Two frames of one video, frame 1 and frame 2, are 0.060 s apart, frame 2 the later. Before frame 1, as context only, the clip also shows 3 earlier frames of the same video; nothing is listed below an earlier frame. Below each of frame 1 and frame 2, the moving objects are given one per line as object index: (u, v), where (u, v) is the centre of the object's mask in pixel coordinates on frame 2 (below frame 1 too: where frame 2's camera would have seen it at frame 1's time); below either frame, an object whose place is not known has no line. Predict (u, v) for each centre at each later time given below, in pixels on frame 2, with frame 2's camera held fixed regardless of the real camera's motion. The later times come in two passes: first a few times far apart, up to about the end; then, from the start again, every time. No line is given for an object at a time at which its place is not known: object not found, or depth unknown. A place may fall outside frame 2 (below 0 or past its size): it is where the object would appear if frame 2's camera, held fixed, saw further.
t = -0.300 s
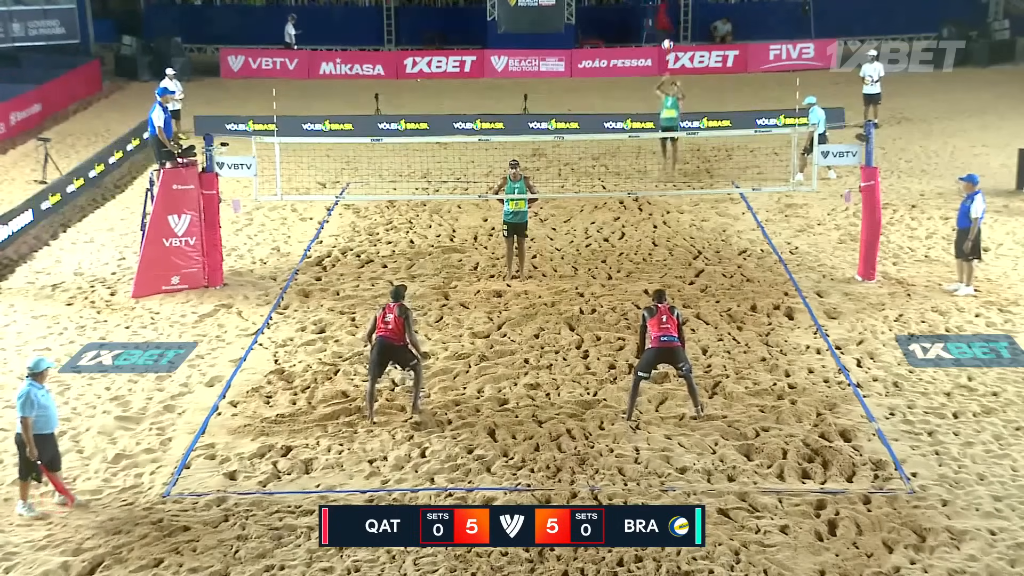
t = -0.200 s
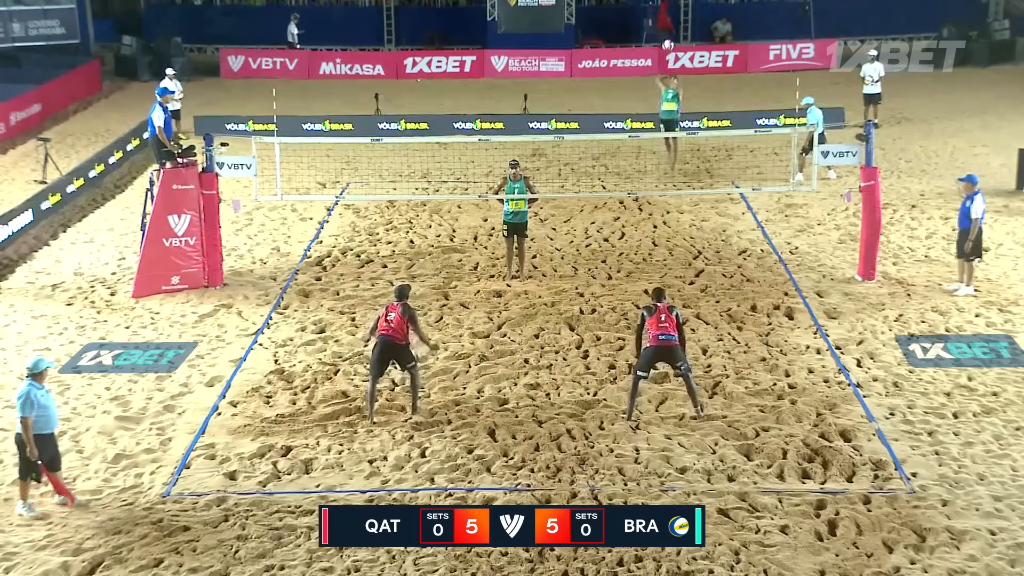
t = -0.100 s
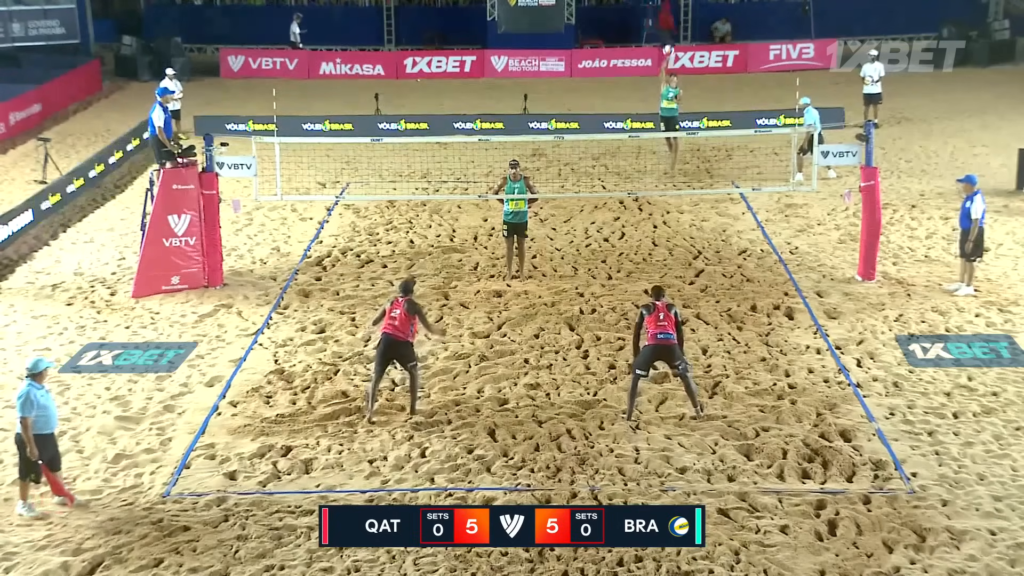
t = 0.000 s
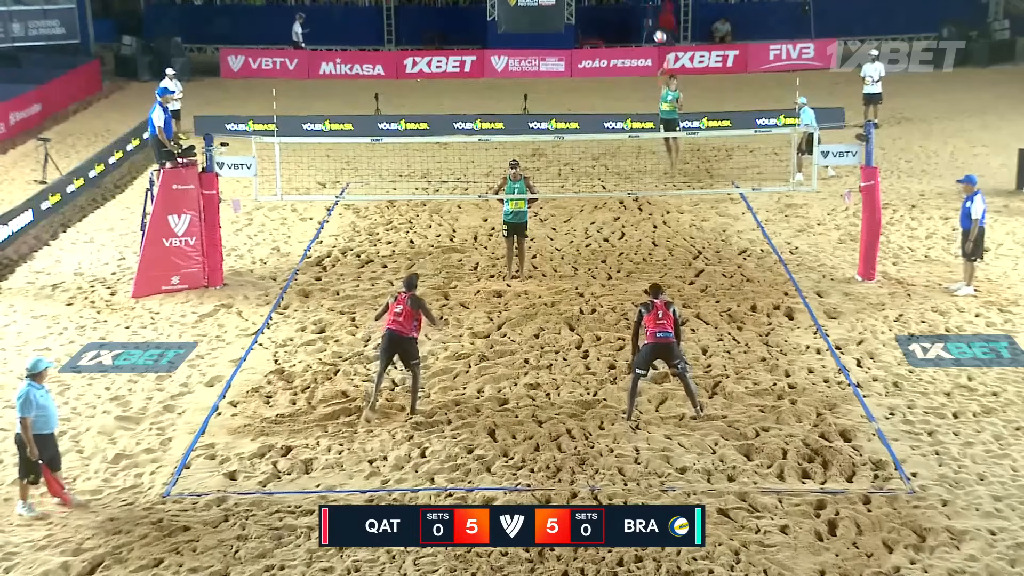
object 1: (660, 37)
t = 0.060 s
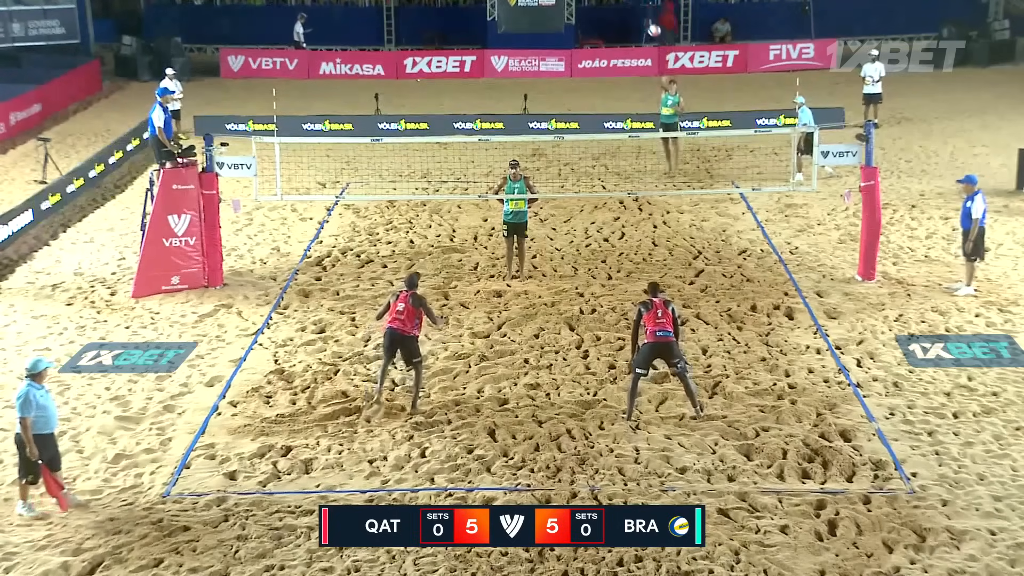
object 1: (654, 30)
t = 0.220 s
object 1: (637, 23)
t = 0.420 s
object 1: (614, 37)
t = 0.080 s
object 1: (652, 28)
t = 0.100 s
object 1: (650, 27)
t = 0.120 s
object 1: (648, 26)
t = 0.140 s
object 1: (646, 25)
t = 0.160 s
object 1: (644, 24)
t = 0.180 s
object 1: (642, 24)
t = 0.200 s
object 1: (639, 23)
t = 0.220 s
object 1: (637, 23)
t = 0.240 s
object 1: (635, 24)
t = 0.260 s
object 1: (633, 24)
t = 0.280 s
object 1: (631, 25)
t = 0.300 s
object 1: (628, 26)
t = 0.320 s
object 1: (626, 27)
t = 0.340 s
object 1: (624, 28)
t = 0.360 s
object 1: (621, 30)
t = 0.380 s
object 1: (619, 32)
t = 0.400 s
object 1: (616, 35)
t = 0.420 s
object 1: (614, 37)
